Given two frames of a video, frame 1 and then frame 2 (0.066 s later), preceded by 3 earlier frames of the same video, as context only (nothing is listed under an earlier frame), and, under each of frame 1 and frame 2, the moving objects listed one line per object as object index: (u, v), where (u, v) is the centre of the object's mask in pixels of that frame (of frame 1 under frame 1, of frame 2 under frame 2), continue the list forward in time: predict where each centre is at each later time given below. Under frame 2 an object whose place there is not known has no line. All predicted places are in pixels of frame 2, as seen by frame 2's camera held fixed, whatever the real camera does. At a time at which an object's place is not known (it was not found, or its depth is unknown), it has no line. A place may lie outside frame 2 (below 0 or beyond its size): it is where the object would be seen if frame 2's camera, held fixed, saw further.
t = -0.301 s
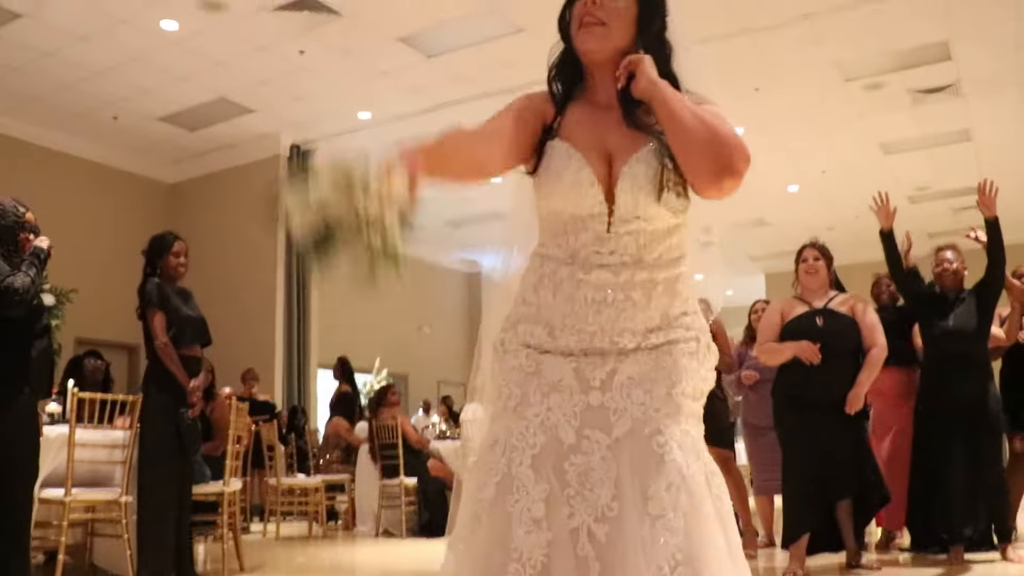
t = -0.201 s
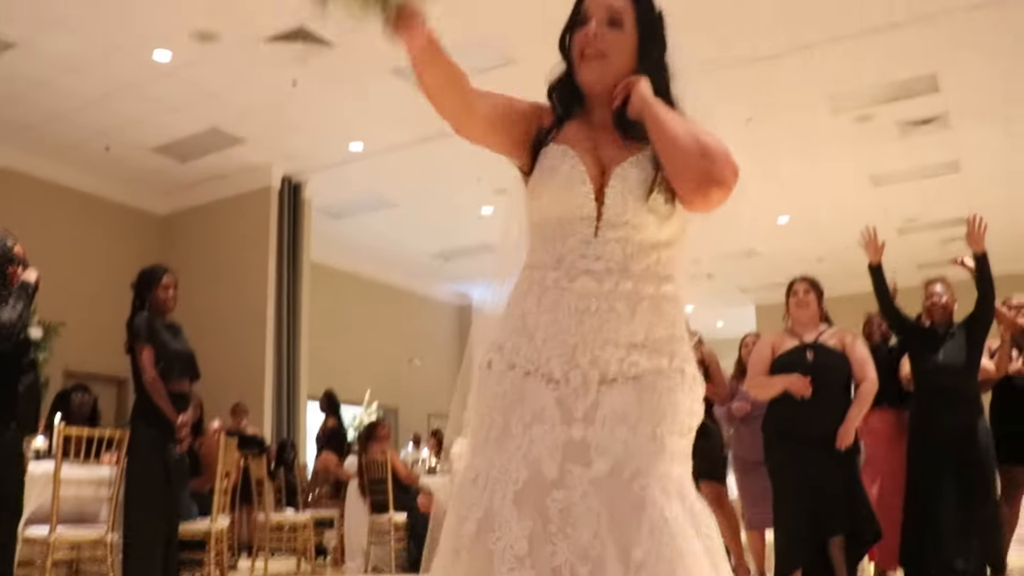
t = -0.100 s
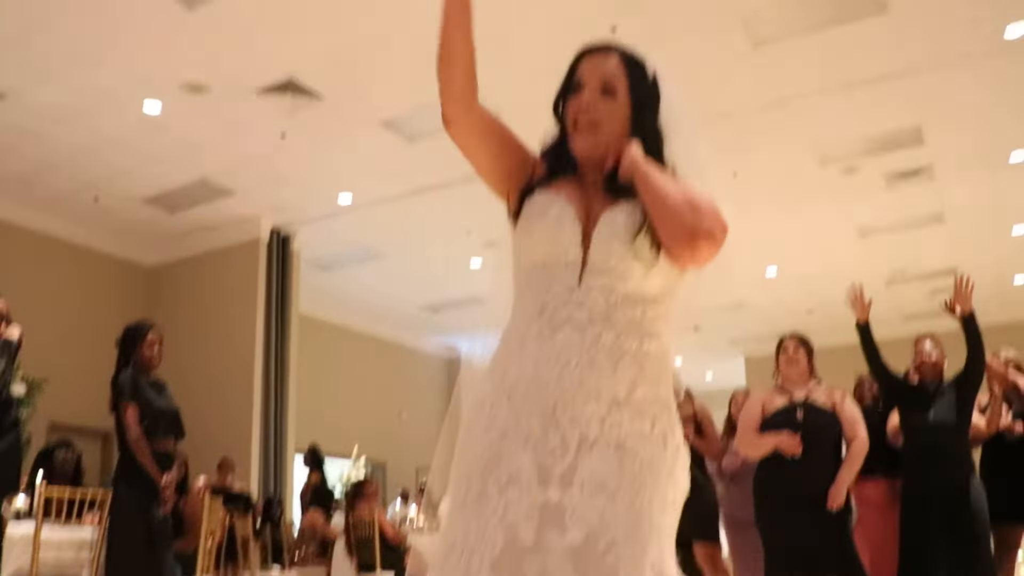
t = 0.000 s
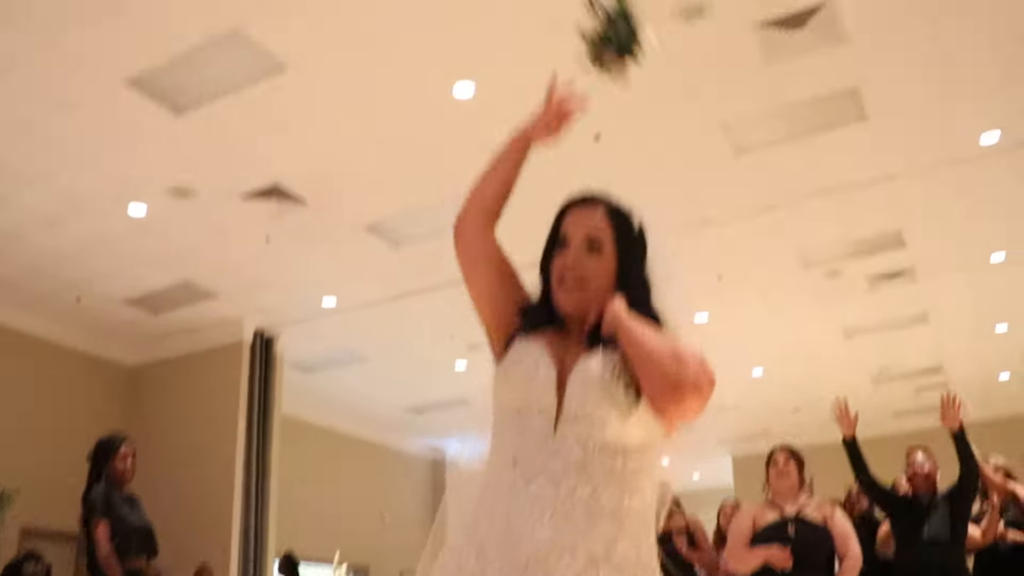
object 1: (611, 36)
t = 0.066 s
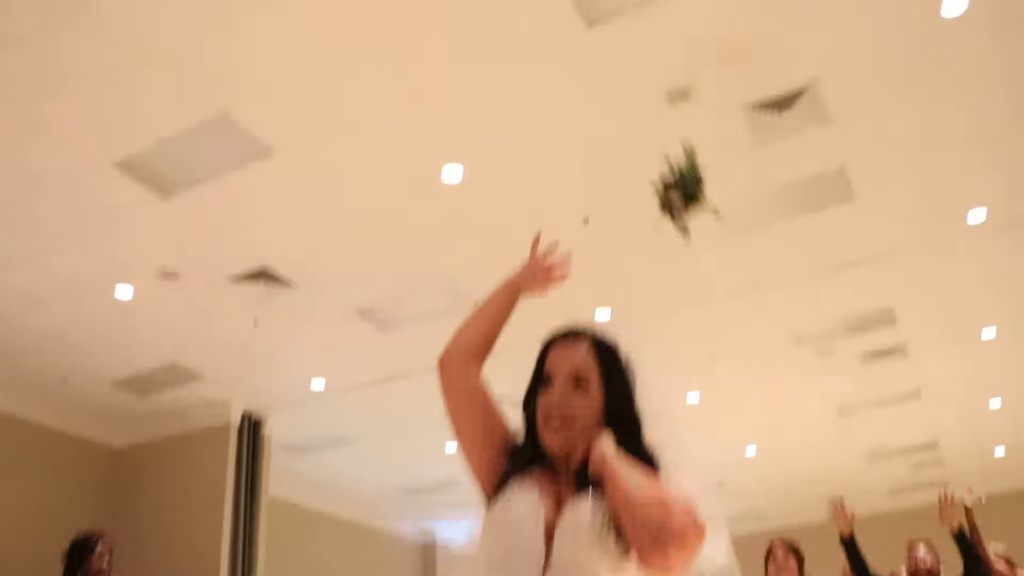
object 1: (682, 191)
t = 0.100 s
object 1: (713, 225)
